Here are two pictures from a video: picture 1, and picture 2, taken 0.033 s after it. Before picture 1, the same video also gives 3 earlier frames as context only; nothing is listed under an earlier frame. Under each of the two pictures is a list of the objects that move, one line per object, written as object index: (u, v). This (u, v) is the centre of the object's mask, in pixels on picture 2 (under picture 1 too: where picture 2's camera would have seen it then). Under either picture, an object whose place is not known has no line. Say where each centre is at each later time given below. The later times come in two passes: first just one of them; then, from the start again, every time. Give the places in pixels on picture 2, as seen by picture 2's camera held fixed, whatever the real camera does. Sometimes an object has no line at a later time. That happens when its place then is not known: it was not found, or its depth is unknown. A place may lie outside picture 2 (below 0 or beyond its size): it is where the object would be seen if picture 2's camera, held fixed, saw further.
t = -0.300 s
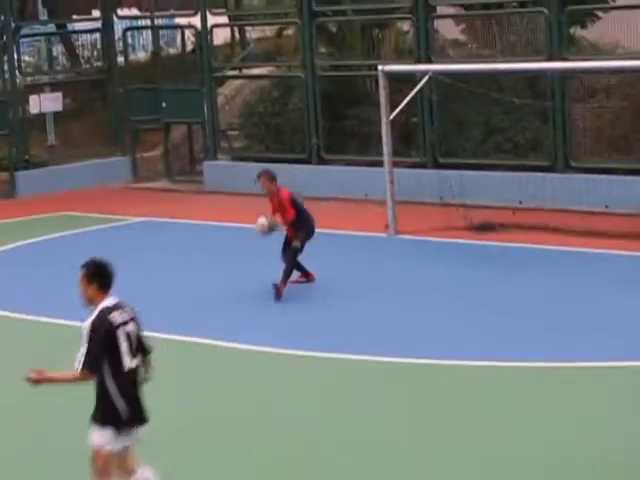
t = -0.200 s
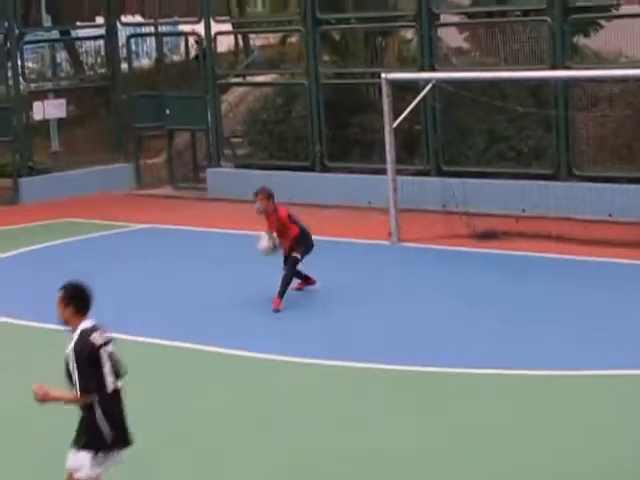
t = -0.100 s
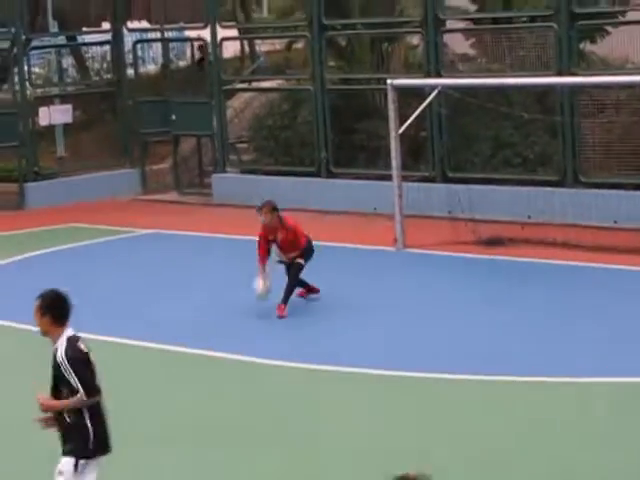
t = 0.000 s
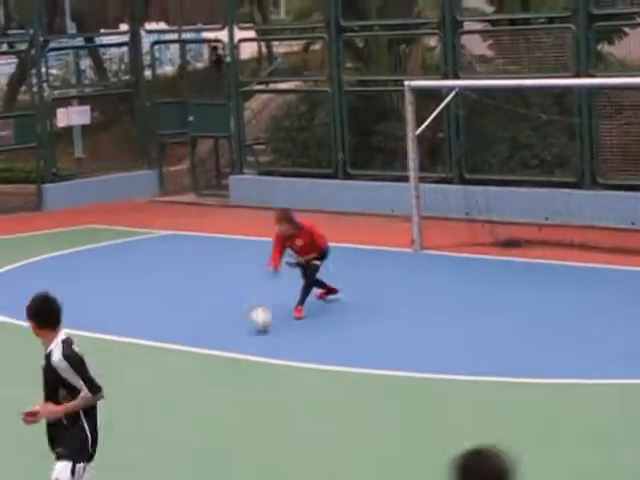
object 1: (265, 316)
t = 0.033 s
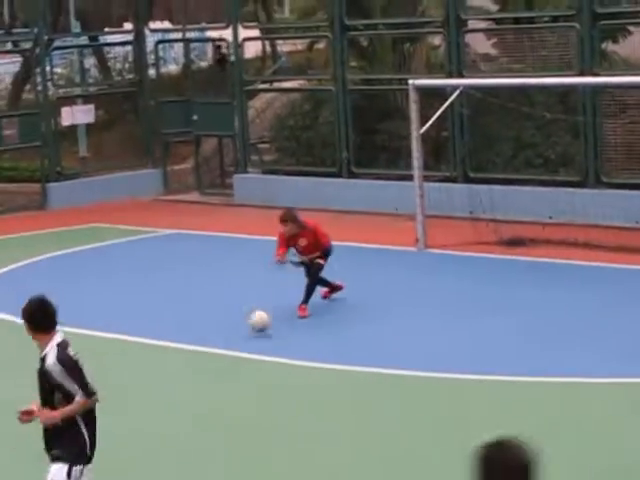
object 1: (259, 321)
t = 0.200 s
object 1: (229, 338)
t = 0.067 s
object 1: (253, 322)
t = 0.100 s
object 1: (247, 323)
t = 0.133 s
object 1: (241, 326)
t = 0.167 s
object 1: (235, 331)
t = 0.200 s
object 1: (229, 338)
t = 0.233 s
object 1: (223, 346)
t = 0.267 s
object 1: (216, 355)
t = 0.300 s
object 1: (212, 368)
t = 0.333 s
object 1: (209, 373)
